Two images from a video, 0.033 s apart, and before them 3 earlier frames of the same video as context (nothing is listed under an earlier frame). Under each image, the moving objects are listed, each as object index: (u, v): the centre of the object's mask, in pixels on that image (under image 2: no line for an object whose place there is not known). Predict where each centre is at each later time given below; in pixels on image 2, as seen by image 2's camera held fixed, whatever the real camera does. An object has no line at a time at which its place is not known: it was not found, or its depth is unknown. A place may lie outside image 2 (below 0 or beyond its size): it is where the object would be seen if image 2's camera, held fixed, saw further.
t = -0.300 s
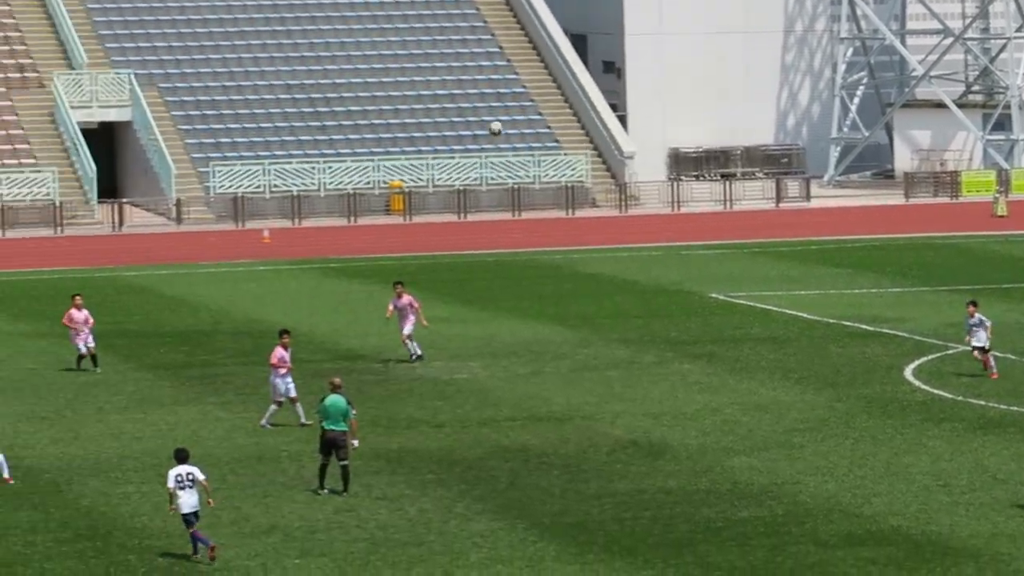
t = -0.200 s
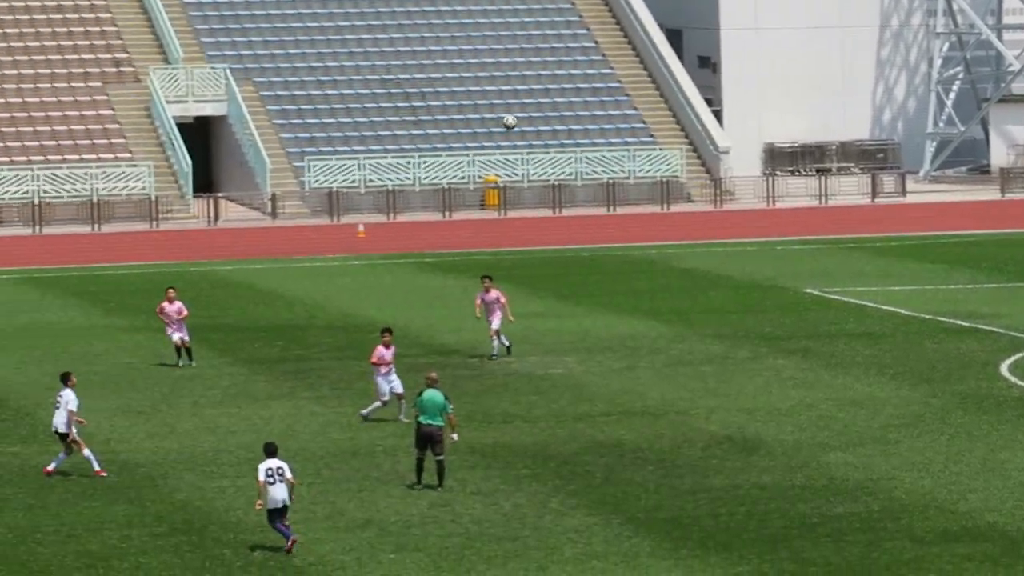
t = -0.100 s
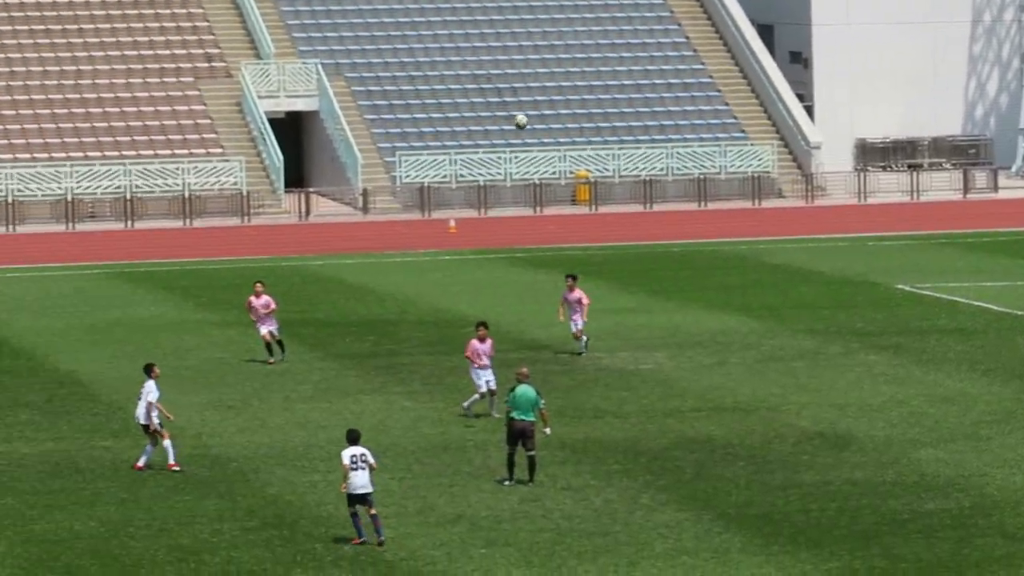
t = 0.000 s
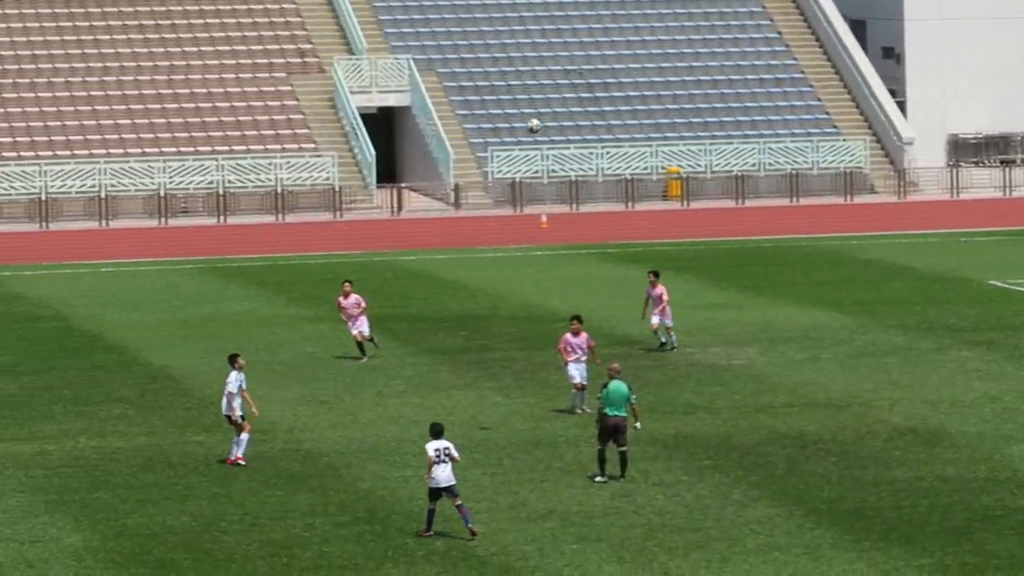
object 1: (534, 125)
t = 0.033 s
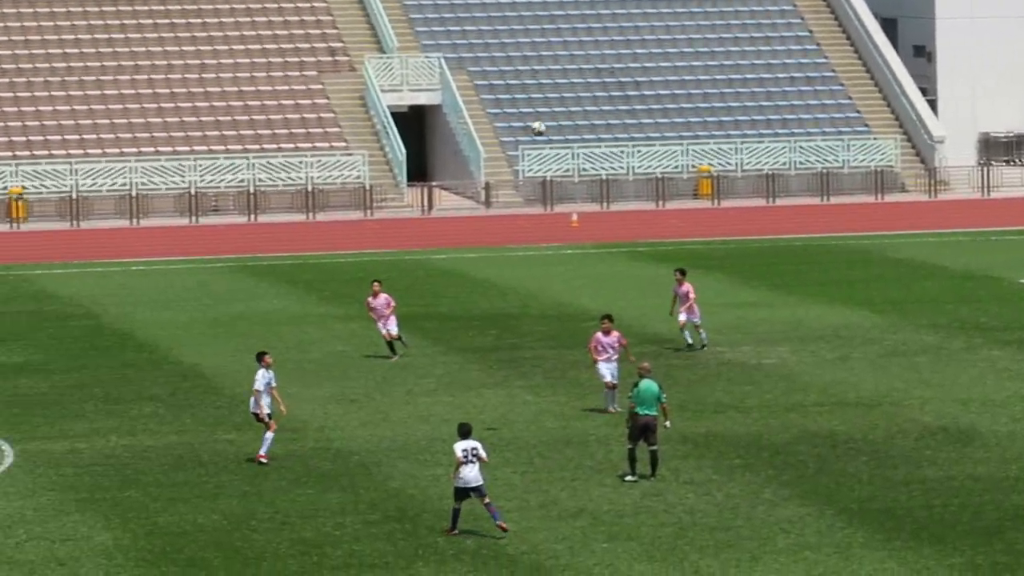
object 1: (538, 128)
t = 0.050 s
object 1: (527, 130)
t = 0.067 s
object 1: (514, 132)
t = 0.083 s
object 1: (502, 134)
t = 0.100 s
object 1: (491, 137)
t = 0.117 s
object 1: (479, 140)
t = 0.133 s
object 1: (468, 142)
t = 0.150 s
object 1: (456, 144)
